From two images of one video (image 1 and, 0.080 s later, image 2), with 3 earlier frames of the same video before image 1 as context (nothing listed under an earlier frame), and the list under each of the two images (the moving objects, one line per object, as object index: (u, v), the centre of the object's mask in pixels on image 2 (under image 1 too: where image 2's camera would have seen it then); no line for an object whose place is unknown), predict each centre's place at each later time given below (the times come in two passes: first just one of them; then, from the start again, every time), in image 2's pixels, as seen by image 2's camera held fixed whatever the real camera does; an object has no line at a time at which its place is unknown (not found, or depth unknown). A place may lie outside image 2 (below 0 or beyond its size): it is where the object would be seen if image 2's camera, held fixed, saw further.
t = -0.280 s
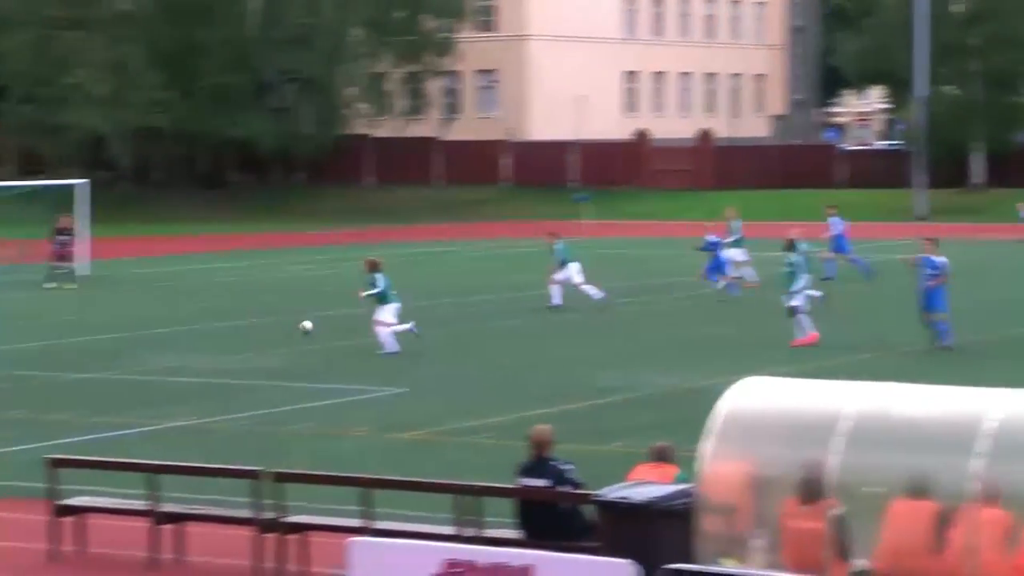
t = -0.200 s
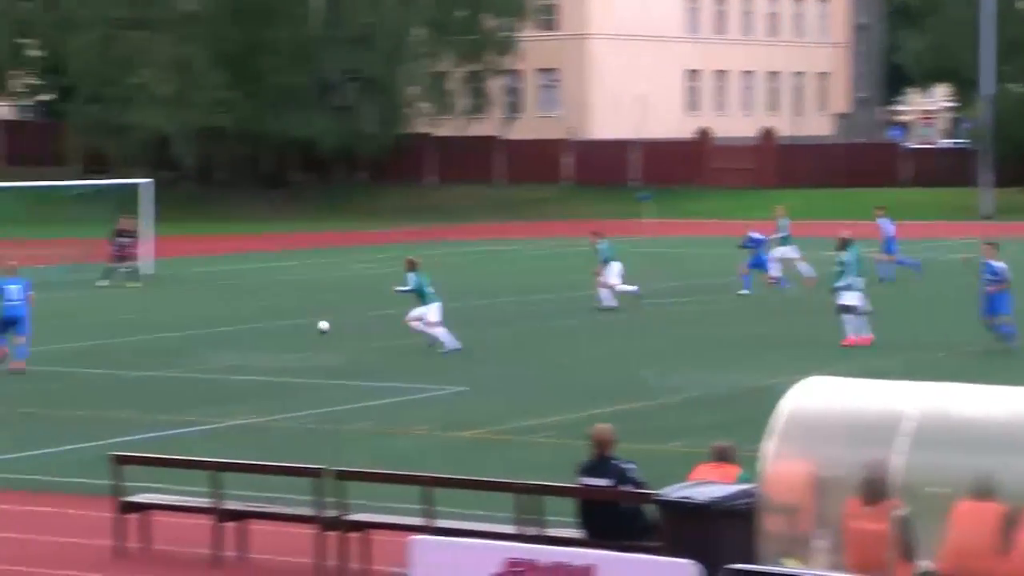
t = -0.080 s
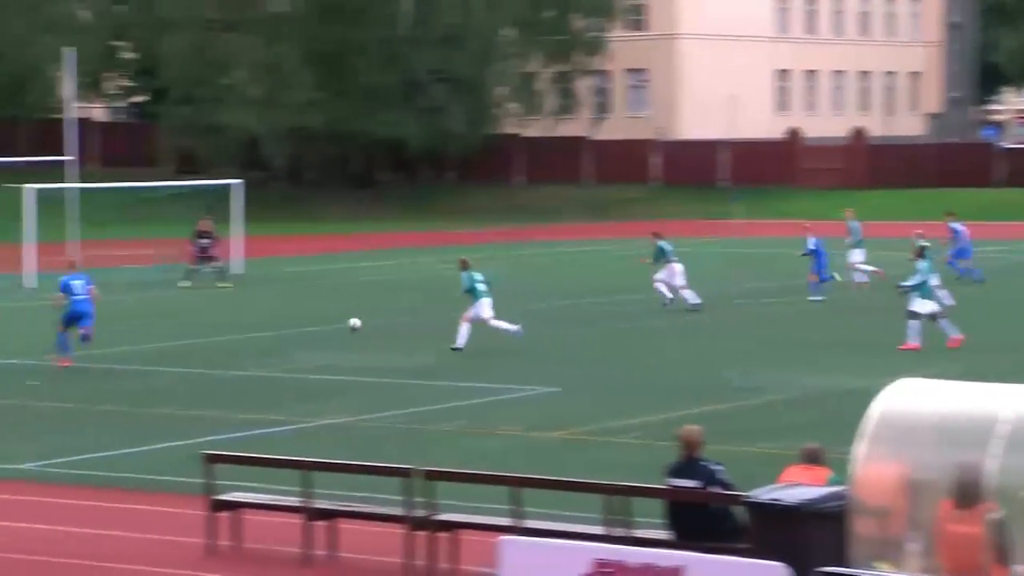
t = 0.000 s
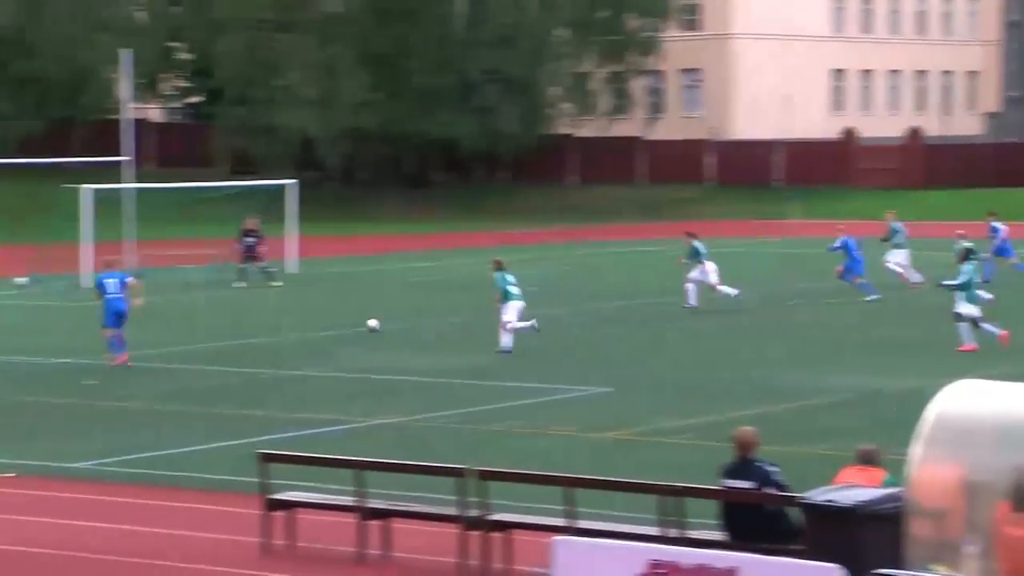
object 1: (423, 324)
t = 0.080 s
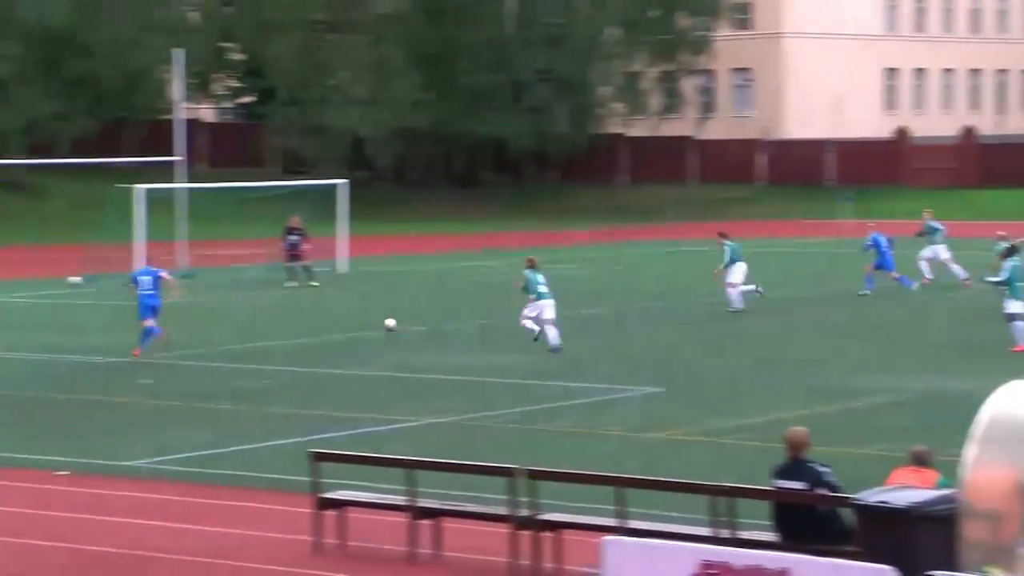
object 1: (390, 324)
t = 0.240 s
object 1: (330, 322)
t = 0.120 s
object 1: (375, 323)
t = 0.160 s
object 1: (360, 323)
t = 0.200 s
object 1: (345, 323)
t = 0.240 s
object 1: (330, 322)
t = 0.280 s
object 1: (316, 322)
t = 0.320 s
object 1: (302, 323)
